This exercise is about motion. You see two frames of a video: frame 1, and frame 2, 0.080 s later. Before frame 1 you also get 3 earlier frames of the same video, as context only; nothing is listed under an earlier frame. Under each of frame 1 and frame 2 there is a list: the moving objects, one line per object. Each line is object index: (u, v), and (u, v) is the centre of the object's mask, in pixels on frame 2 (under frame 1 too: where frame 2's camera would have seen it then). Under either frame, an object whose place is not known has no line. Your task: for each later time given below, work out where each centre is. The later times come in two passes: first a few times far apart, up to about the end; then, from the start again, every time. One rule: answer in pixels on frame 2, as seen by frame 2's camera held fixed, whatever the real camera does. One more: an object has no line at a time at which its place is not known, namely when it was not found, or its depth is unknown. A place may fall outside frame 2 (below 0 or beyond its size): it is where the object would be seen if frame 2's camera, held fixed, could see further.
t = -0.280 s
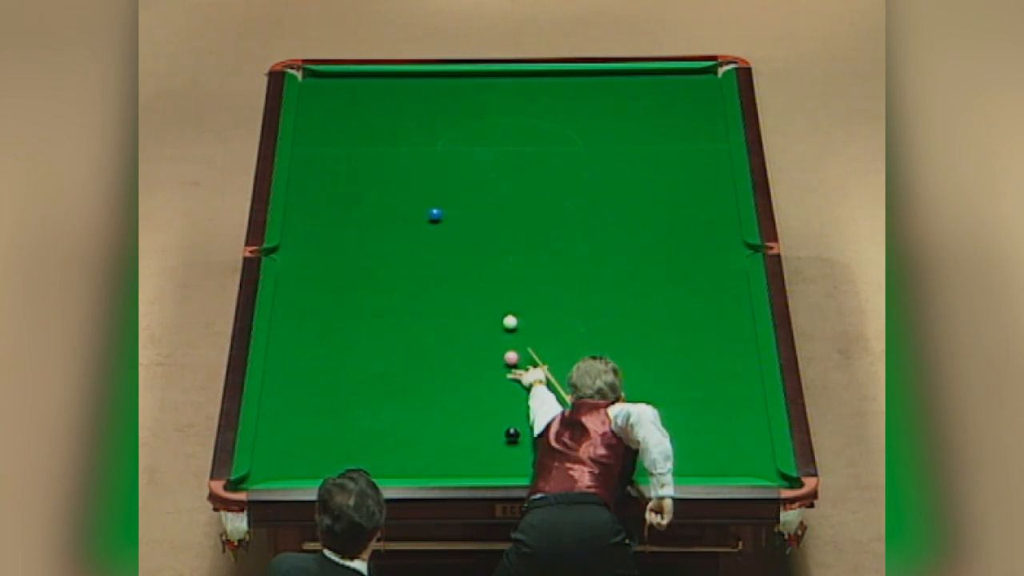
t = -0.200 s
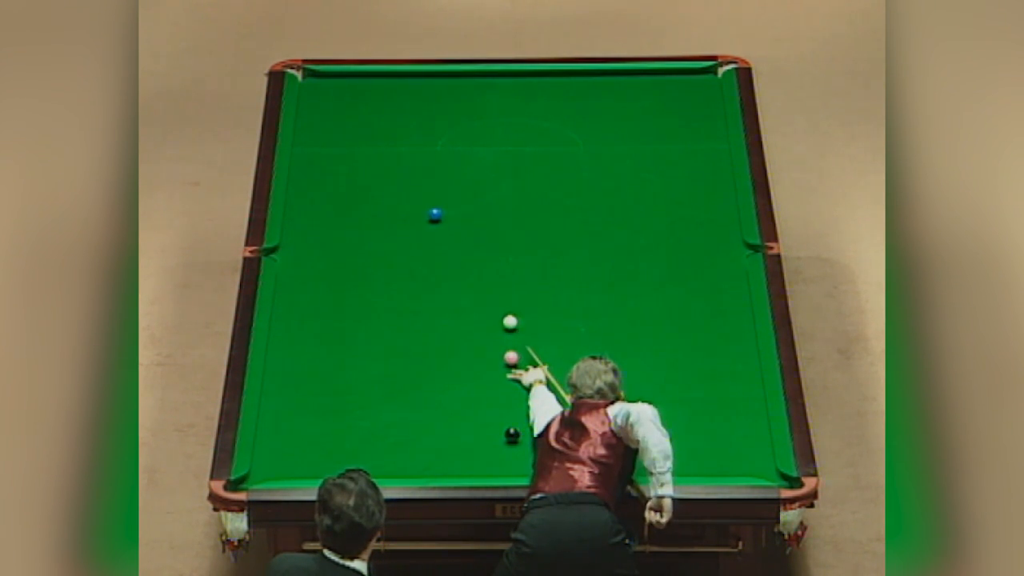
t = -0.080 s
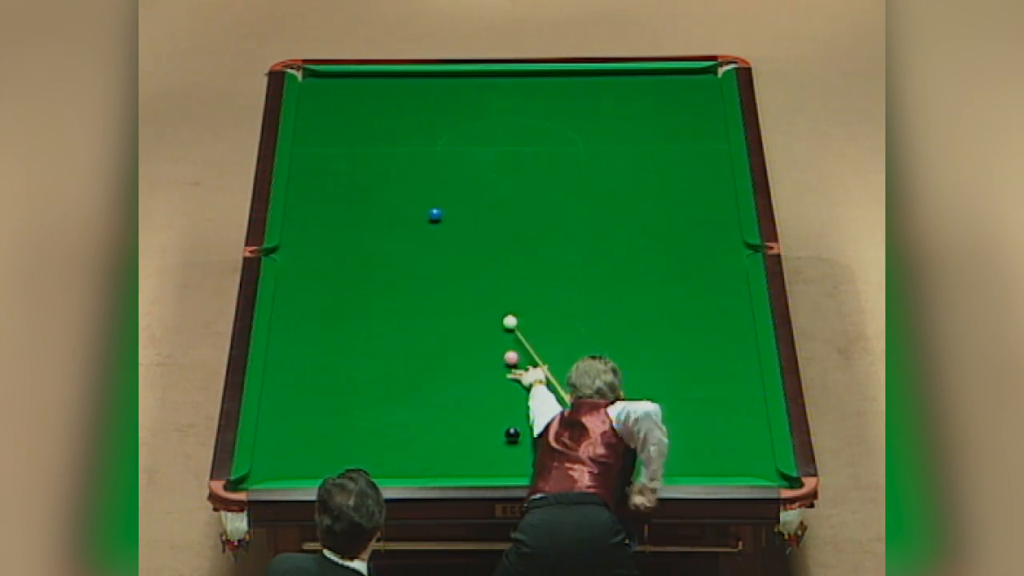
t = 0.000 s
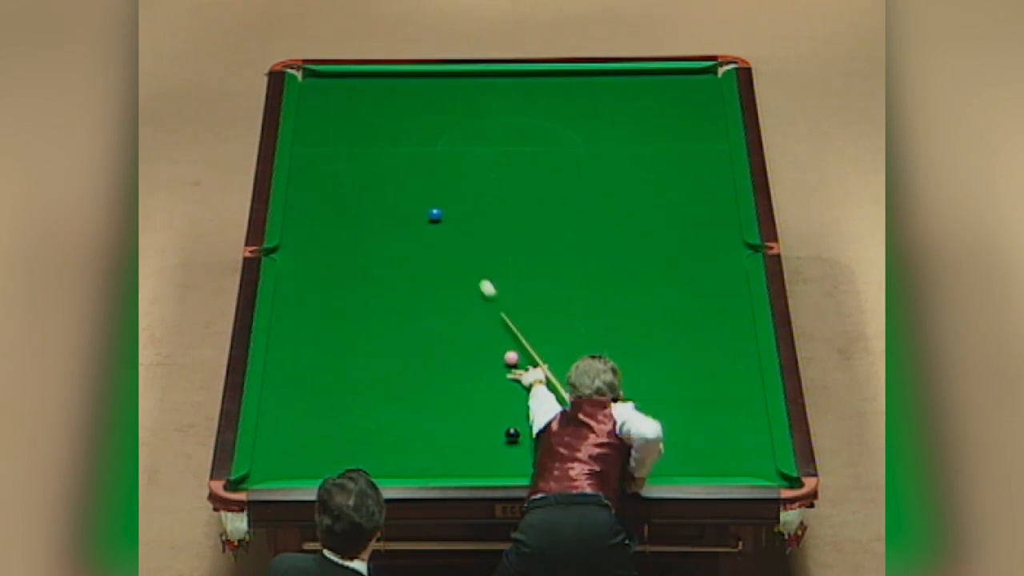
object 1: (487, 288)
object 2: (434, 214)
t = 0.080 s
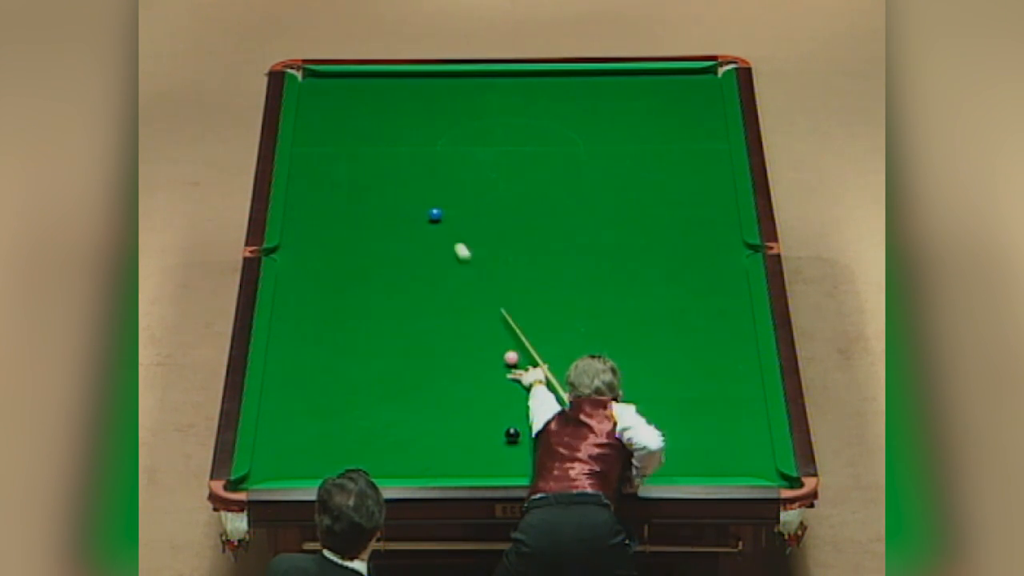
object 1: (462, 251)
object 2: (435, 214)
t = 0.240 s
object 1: (443, 216)
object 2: (407, 183)
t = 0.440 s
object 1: (450, 209)
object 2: (350, 119)
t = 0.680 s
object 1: (458, 201)
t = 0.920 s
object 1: (465, 194)
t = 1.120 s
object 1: (470, 188)
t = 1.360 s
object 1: (475, 182)
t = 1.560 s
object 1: (479, 178)
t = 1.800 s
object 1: (484, 173)
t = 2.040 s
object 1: (488, 168)
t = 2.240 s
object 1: (491, 166)
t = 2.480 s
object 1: (494, 162)
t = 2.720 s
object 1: (497, 159)
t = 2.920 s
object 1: (500, 158)
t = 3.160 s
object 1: (501, 156)
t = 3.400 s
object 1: (502, 155)
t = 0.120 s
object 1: (450, 233)
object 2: (434, 214)
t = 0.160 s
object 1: (440, 219)
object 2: (431, 210)
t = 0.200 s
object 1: (442, 217)
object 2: (420, 197)
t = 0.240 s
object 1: (443, 216)
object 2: (407, 183)
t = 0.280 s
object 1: (445, 215)
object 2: (395, 169)
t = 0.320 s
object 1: (446, 213)
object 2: (383, 156)
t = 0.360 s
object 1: (447, 212)
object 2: (372, 144)
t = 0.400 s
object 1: (449, 210)
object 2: (360, 132)
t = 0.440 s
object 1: (450, 209)
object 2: (350, 119)
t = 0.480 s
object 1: (452, 208)
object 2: (339, 109)
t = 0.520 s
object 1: (453, 207)
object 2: (329, 97)
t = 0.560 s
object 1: (454, 205)
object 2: (320, 87)
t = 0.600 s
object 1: (456, 204)
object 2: (312, 77)
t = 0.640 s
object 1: (457, 203)
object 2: (300, 71)
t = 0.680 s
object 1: (458, 201)
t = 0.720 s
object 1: (459, 200)
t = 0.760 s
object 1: (460, 199)
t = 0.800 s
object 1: (462, 198)
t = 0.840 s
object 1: (463, 197)
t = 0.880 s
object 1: (464, 195)
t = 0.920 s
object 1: (465, 194)
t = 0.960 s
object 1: (466, 193)
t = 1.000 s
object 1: (467, 192)
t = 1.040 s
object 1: (468, 191)
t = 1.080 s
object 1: (469, 189)
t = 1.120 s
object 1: (470, 188)
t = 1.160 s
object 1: (471, 187)
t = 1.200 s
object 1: (472, 186)
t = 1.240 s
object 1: (473, 185)
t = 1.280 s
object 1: (474, 184)
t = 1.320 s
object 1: (475, 183)
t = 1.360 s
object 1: (475, 182)
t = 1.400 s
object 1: (476, 182)
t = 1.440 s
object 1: (477, 181)
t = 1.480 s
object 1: (478, 180)
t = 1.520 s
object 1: (479, 179)
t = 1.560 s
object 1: (479, 178)
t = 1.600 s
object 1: (480, 177)
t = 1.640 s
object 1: (481, 176)
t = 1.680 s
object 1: (482, 175)
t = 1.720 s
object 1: (483, 175)
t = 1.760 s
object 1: (483, 174)
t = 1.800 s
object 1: (484, 173)
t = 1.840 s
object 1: (484, 172)
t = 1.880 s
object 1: (485, 172)
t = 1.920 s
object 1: (486, 171)
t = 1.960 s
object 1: (486, 170)
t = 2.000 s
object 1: (487, 169)
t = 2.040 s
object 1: (488, 168)
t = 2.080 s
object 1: (489, 168)
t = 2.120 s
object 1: (489, 167)
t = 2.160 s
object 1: (490, 167)
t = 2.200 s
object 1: (490, 166)
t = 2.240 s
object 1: (491, 166)
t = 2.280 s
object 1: (492, 165)
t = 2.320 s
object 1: (492, 164)
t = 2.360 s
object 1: (493, 164)
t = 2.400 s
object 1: (493, 163)
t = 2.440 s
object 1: (494, 163)
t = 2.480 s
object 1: (494, 162)
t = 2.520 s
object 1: (495, 162)
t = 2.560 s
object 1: (495, 161)
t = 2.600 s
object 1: (496, 161)
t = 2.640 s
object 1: (496, 160)
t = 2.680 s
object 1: (497, 160)
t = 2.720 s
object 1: (497, 159)
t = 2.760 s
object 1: (498, 159)
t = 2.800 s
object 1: (498, 159)
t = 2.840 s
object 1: (499, 158)
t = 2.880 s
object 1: (499, 158)
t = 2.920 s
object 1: (500, 158)
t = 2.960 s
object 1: (500, 157)
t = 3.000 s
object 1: (500, 157)
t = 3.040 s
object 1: (501, 157)
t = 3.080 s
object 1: (501, 156)
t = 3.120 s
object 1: (501, 156)
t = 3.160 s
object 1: (501, 156)
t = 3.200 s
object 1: (502, 156)
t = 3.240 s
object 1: (502, 155)
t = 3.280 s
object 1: (502, 155)
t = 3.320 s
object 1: (502, 155)
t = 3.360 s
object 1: (502, 155)
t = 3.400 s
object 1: (502, 155)
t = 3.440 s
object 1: (503, 154)
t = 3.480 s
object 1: (503, 155)
